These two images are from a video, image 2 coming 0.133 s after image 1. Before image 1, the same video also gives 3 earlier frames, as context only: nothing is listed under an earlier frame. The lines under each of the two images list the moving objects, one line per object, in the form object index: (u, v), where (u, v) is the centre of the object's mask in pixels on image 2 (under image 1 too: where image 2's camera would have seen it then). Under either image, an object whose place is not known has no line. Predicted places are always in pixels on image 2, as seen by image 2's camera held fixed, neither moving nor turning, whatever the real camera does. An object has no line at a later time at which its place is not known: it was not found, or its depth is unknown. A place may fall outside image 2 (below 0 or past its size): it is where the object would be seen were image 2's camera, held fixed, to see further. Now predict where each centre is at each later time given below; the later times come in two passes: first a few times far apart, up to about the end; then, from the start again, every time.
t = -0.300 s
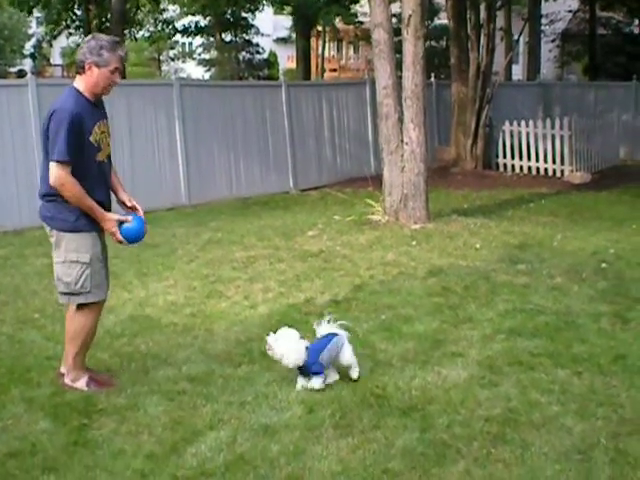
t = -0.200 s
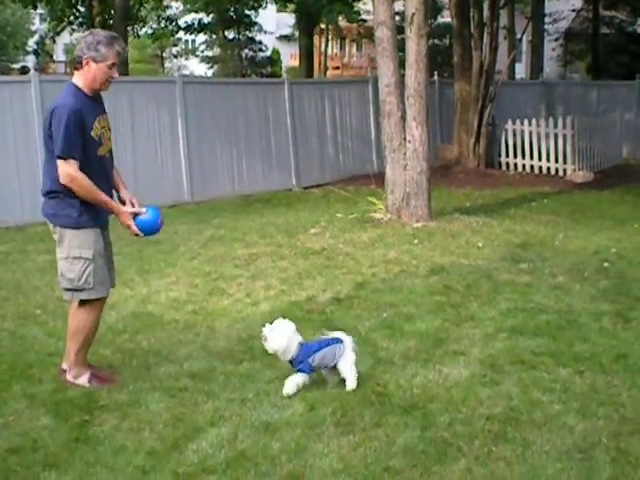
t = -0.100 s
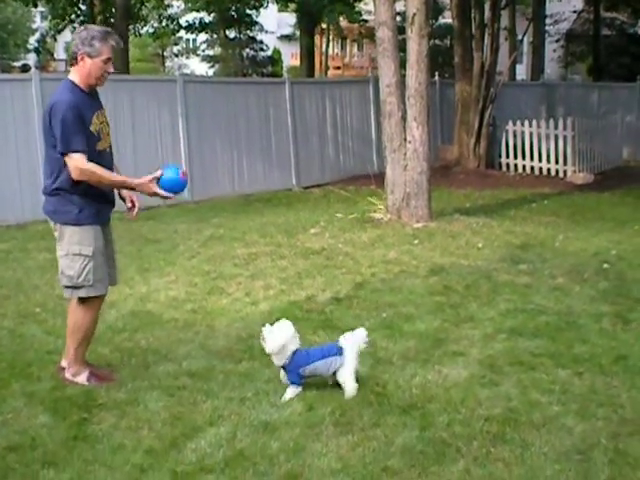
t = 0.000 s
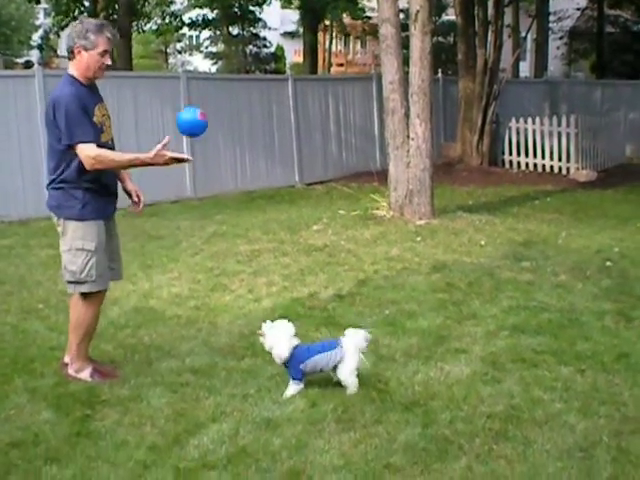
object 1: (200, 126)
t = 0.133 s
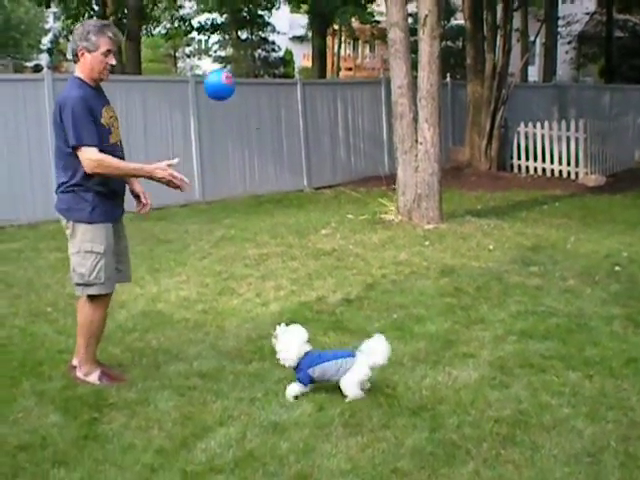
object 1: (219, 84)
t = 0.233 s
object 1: (233, 78)
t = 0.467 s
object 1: (264, 142)
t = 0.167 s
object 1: (223, 80)
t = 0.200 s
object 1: (228, 78)
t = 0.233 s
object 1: (233, 78)
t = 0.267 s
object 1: (238, 80)
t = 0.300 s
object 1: (242, 85)
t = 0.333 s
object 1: (247, 92)
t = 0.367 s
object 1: (251, 102)
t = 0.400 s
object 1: (255, 113)
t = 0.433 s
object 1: (260, 126)
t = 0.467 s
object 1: (264, 142)
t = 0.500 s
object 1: (267, 160)
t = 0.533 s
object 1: (272, 180)
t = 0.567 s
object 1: (276, 202)
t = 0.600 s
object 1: (280, 225)
